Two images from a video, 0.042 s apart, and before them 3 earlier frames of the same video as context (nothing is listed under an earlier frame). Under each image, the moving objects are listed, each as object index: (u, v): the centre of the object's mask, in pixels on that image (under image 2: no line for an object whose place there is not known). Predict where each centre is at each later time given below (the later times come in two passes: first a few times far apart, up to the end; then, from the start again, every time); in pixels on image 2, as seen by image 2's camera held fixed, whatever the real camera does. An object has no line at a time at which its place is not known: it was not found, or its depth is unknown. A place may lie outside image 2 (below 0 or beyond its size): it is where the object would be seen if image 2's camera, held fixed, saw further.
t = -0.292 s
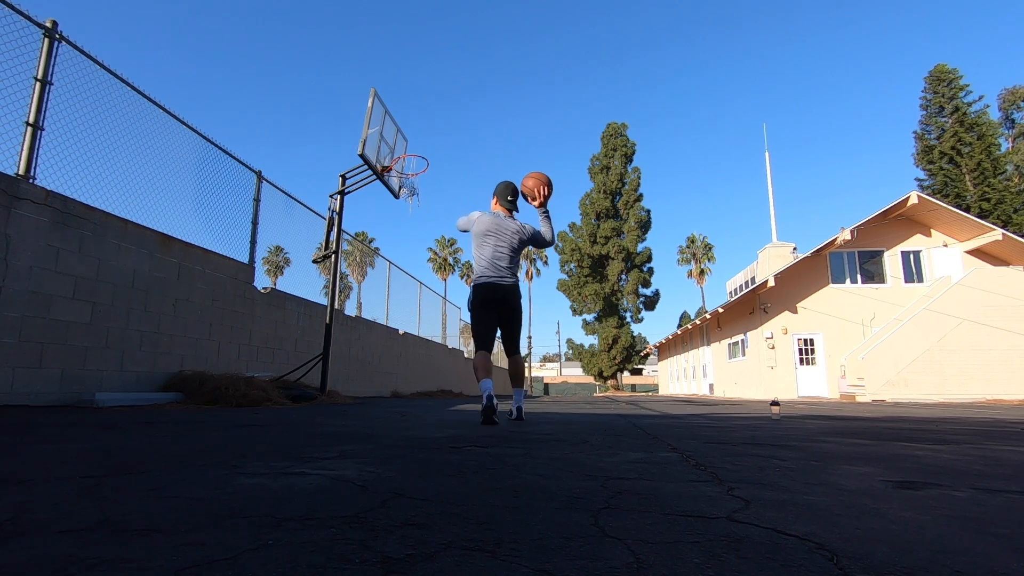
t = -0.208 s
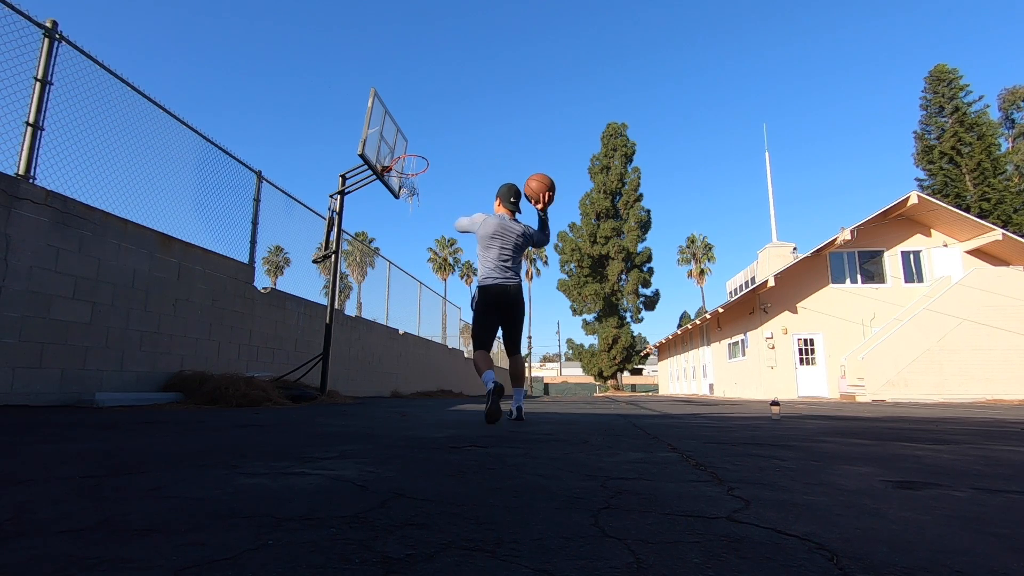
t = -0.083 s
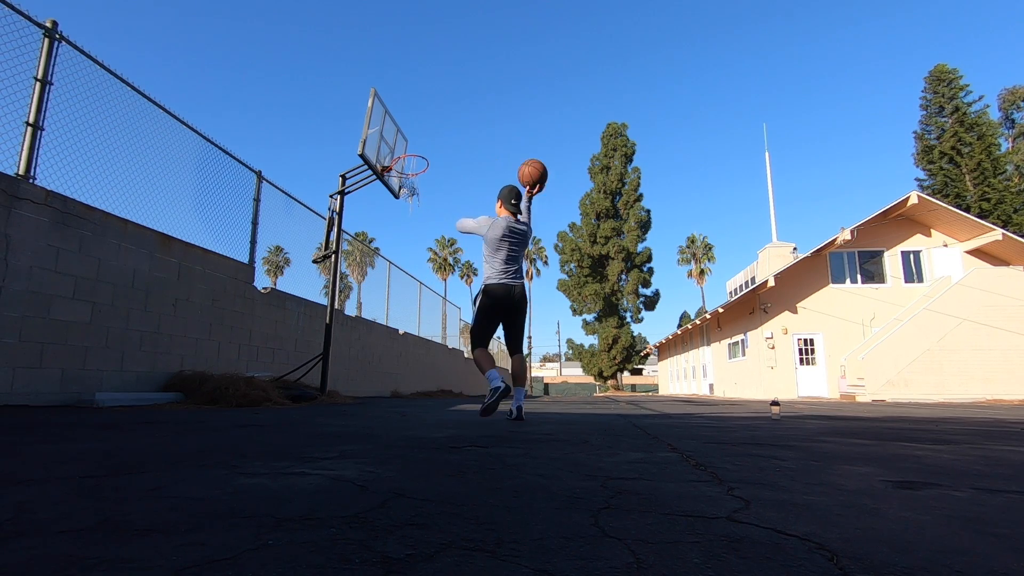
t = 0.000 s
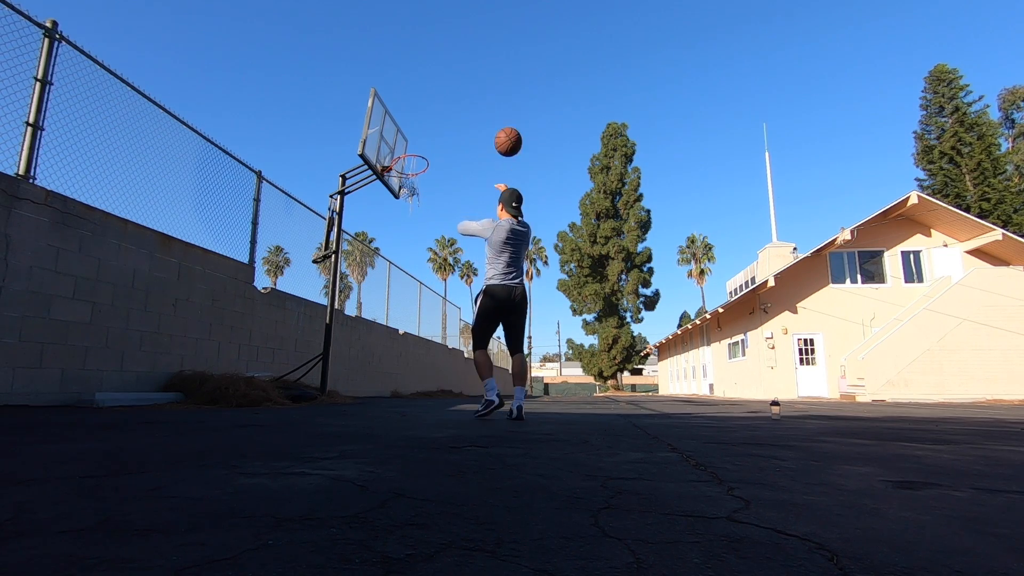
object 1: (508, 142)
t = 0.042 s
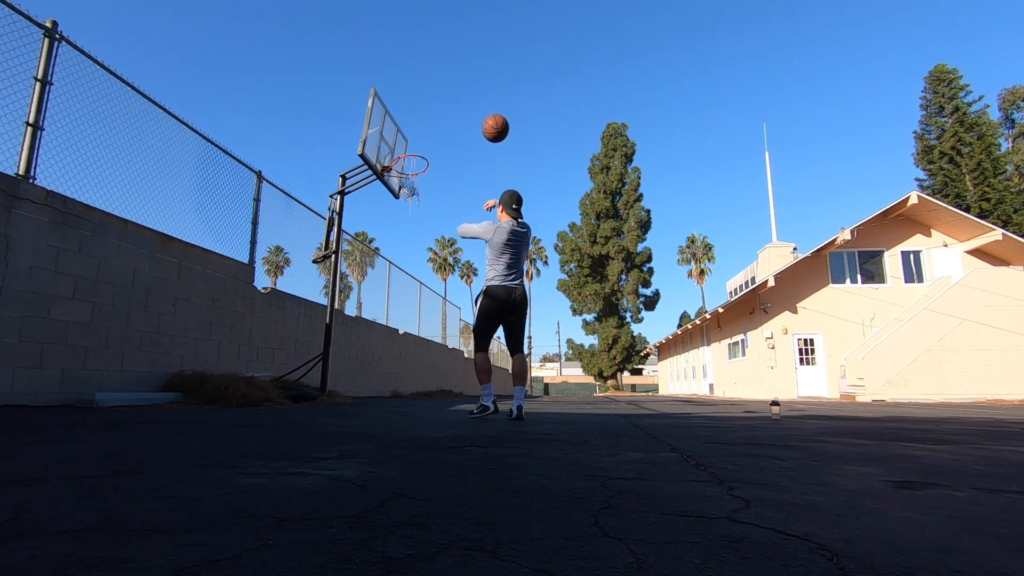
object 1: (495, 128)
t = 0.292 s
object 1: (432, 95)
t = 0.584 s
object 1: (388, 124)
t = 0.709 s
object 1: (408, 153)
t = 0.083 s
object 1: (483, 117)
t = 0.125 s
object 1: (472, 109)
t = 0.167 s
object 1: (461, 102)
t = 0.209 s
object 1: (451, 98)
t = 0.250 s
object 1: (442, 95)
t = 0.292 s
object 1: (432, 95)
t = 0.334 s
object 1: (424, 95)
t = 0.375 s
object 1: (415, 97)
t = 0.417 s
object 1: (407, 100)
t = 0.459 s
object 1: (399, 104)
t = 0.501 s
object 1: (392, 110)
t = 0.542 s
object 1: (385, 117)
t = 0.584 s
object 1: (388, 124)
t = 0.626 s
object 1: (395, 133)
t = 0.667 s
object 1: (402, 142)
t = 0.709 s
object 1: (408, 153)
